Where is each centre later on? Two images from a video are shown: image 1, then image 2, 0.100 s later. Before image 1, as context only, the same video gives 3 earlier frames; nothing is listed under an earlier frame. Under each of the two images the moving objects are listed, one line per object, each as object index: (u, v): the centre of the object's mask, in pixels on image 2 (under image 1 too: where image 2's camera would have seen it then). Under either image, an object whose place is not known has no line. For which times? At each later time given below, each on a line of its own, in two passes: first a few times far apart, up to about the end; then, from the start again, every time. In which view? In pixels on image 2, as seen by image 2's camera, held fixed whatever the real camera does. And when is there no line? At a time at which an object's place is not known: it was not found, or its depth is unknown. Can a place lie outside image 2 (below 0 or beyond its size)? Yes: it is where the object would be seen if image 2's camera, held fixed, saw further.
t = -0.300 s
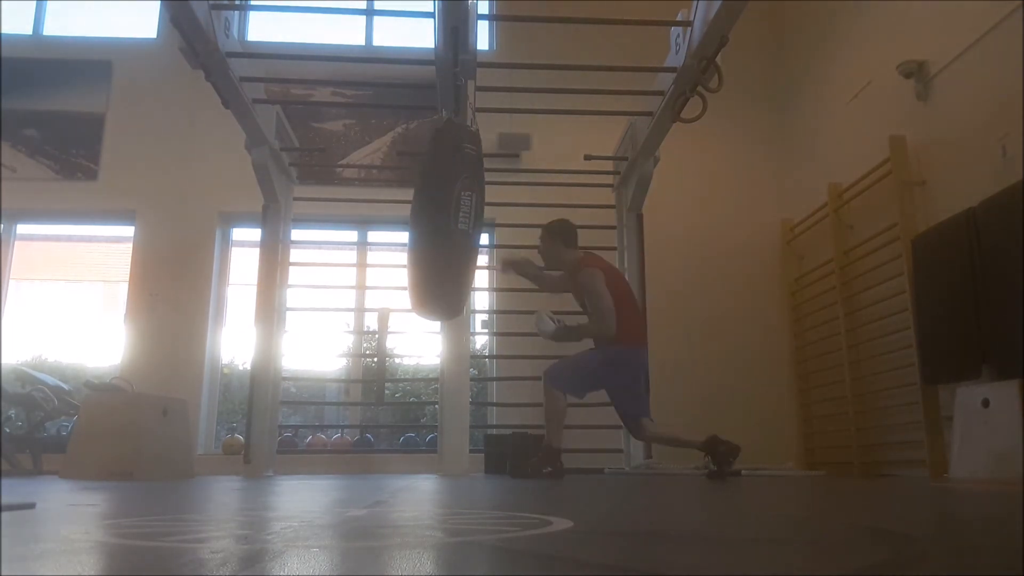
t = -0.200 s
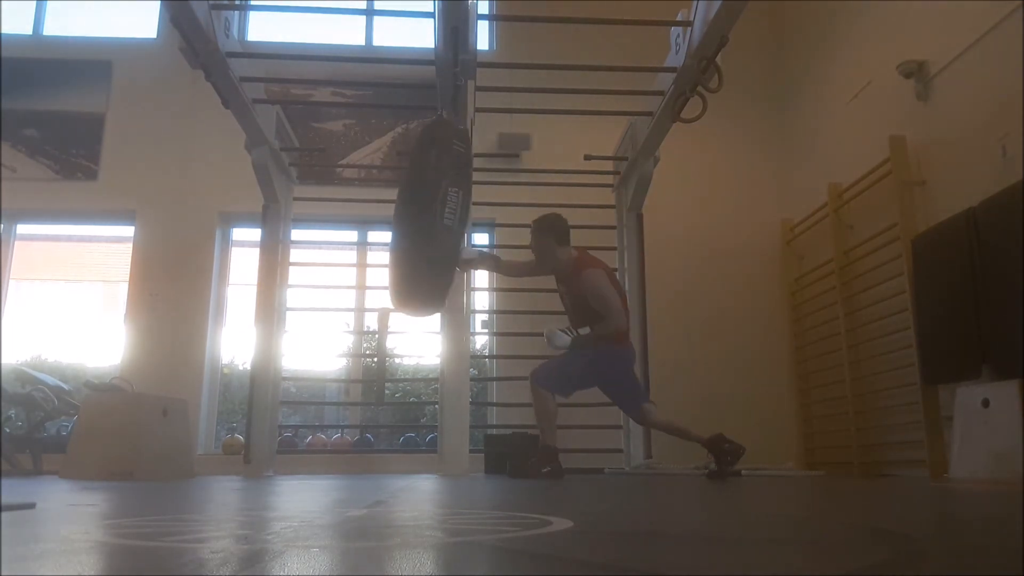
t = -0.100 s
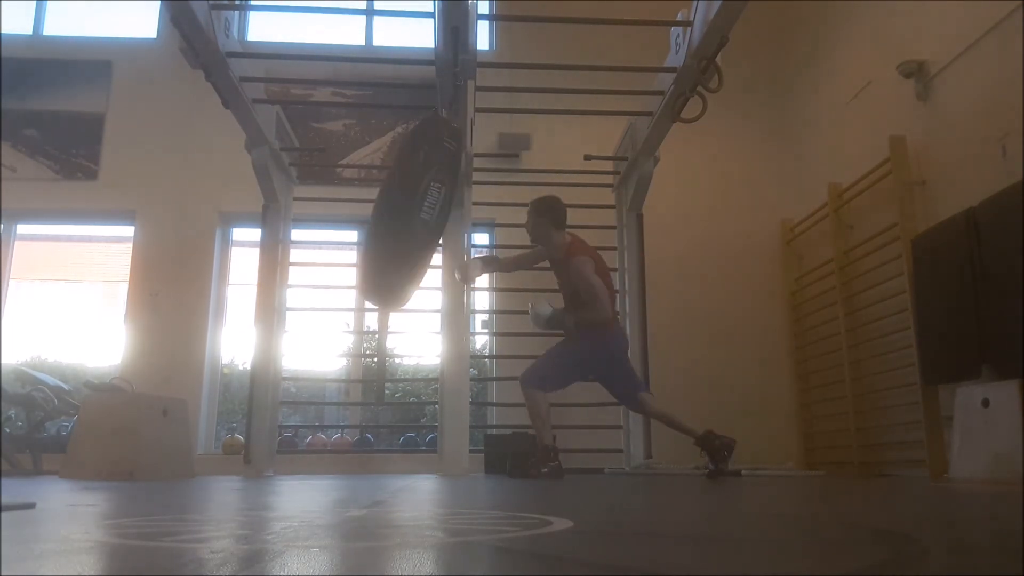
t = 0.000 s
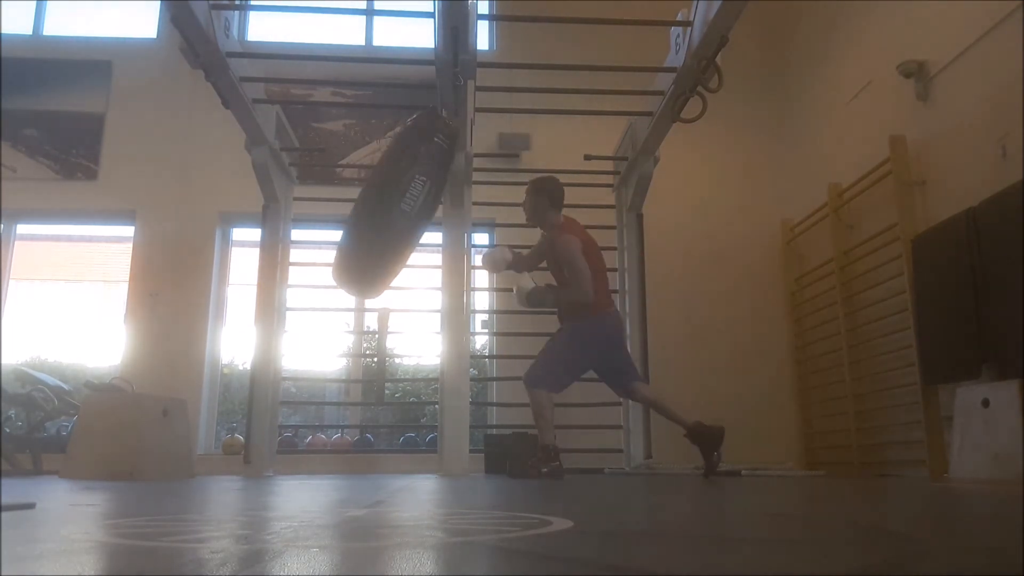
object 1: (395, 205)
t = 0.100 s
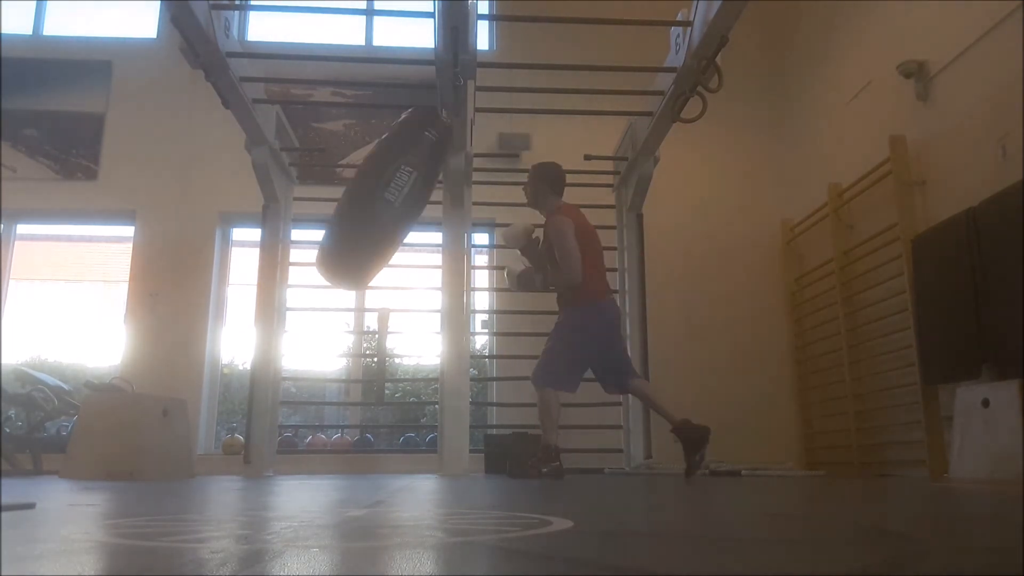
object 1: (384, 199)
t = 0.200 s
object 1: (379, 196)
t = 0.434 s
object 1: (391, 201)
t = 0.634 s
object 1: (425, 212)
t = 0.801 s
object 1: (461, 220)
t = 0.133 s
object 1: (382, 198)
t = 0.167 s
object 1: (380, 197)
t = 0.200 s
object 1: (379, 196)
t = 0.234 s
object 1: (379, 196)
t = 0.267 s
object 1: (379, 195)
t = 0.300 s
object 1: (380, 196)
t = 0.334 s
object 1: (382, 197)
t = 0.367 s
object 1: (384, 198)
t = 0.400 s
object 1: (387, 199)
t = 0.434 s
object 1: (391, 201)
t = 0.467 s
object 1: (395, 203)
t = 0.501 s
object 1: (400, 204)
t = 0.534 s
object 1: (406, 206)
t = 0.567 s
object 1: (412, 210)
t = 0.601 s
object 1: (418, 211)
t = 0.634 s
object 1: (425, 212)
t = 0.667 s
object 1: (433, 215)
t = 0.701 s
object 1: (440, 218)
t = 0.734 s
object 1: (447, 219)
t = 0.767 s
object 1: (454, 219)
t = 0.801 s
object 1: (461, 220)
